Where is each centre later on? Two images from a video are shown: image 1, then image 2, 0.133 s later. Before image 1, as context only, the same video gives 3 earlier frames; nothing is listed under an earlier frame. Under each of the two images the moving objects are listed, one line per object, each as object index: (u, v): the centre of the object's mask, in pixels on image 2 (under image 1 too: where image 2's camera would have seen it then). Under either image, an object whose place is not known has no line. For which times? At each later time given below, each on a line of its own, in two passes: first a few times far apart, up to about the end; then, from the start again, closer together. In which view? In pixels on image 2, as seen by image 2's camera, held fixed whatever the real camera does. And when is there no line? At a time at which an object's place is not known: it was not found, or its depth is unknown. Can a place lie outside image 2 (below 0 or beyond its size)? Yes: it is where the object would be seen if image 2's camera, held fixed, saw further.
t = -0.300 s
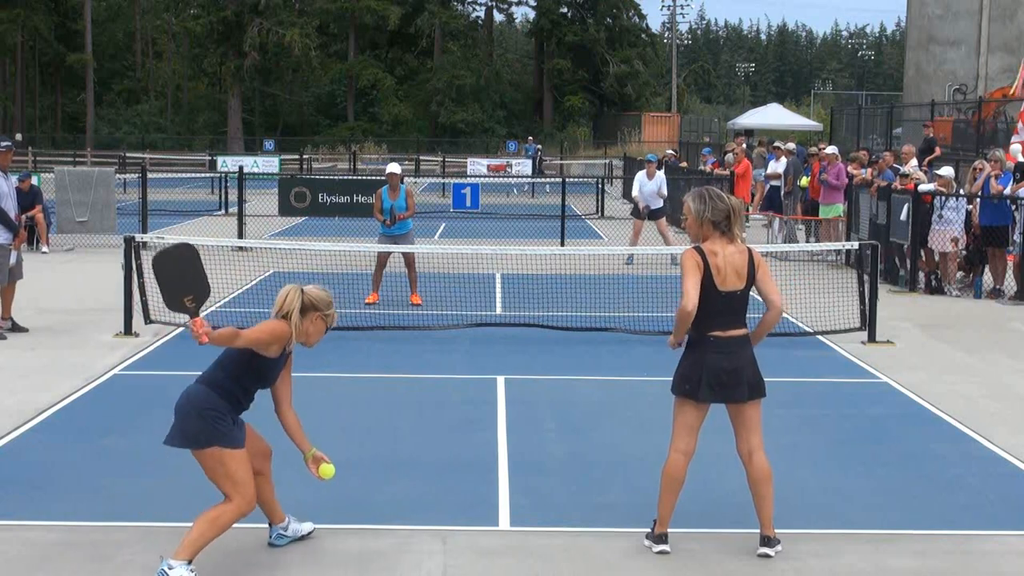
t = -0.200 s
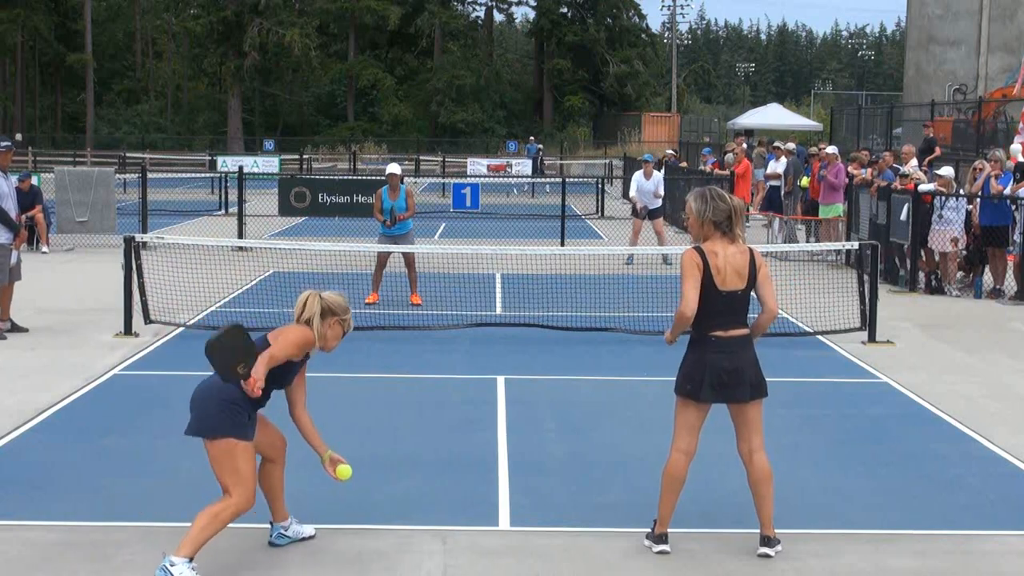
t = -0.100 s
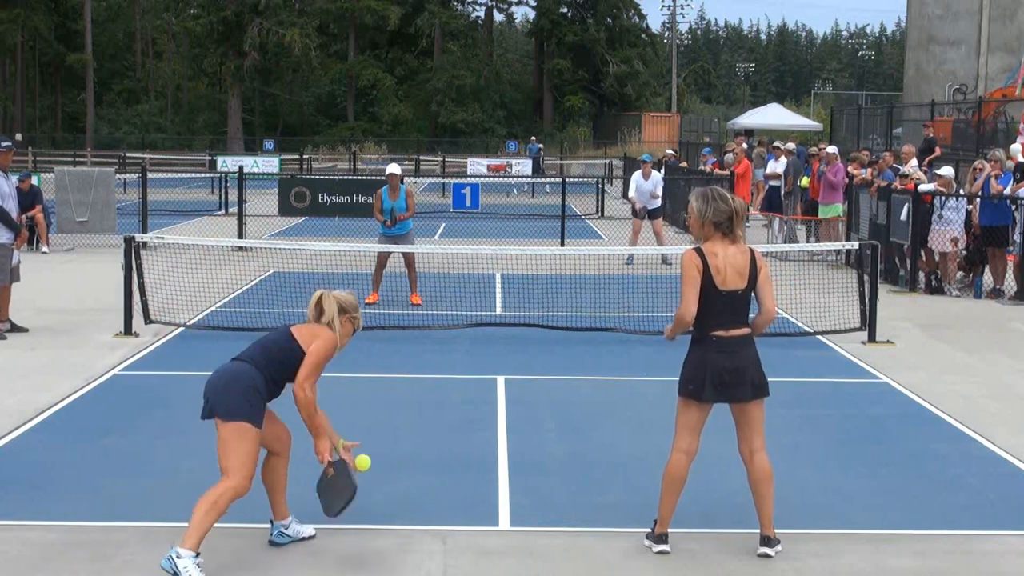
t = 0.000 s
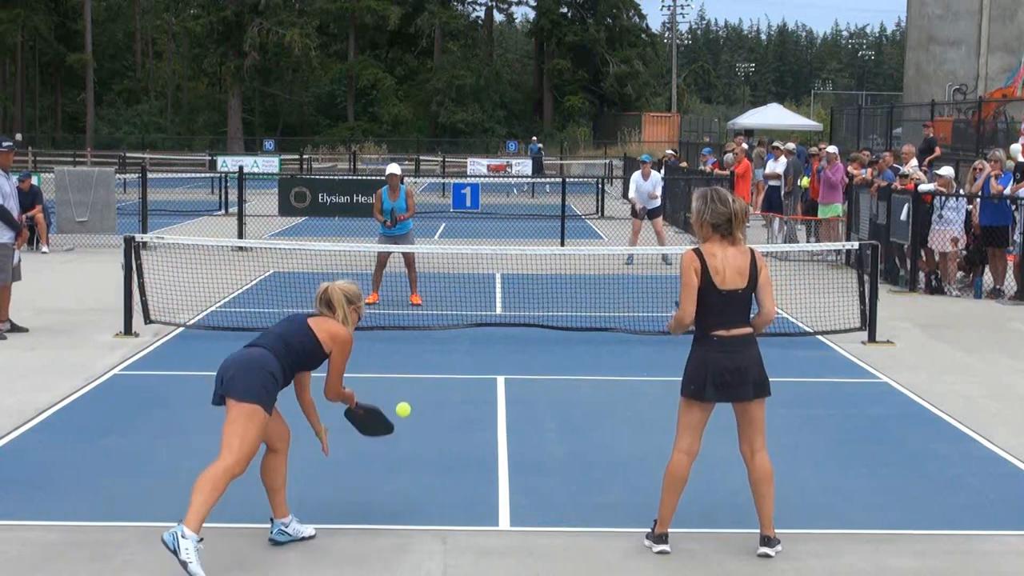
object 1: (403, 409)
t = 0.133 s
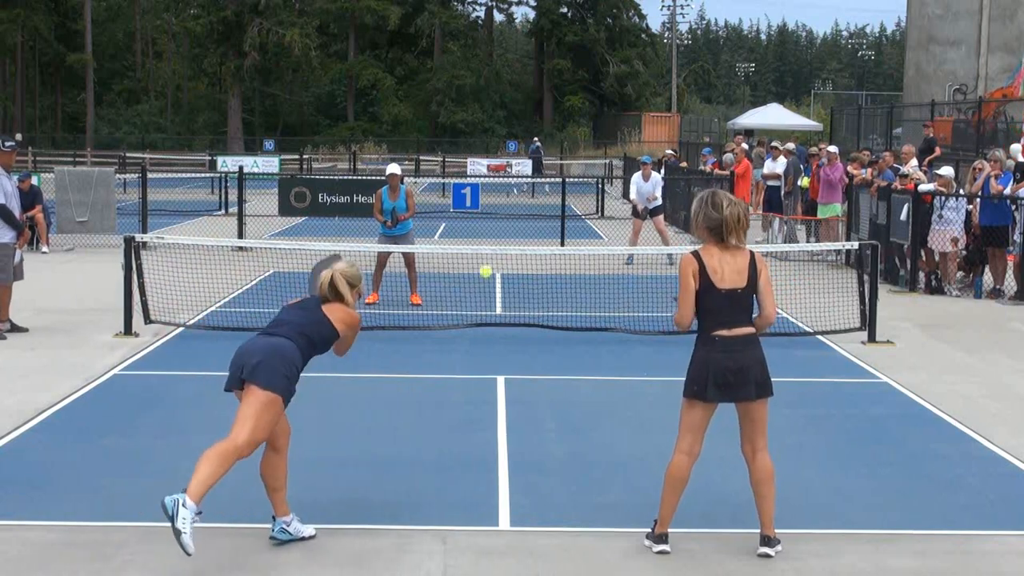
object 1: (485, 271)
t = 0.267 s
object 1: (542, 204)
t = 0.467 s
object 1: (601, 175)
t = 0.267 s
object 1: (542, 204)
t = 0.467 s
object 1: (601, 175)
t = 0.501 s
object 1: (609, 176)
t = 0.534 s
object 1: (617, 177)
